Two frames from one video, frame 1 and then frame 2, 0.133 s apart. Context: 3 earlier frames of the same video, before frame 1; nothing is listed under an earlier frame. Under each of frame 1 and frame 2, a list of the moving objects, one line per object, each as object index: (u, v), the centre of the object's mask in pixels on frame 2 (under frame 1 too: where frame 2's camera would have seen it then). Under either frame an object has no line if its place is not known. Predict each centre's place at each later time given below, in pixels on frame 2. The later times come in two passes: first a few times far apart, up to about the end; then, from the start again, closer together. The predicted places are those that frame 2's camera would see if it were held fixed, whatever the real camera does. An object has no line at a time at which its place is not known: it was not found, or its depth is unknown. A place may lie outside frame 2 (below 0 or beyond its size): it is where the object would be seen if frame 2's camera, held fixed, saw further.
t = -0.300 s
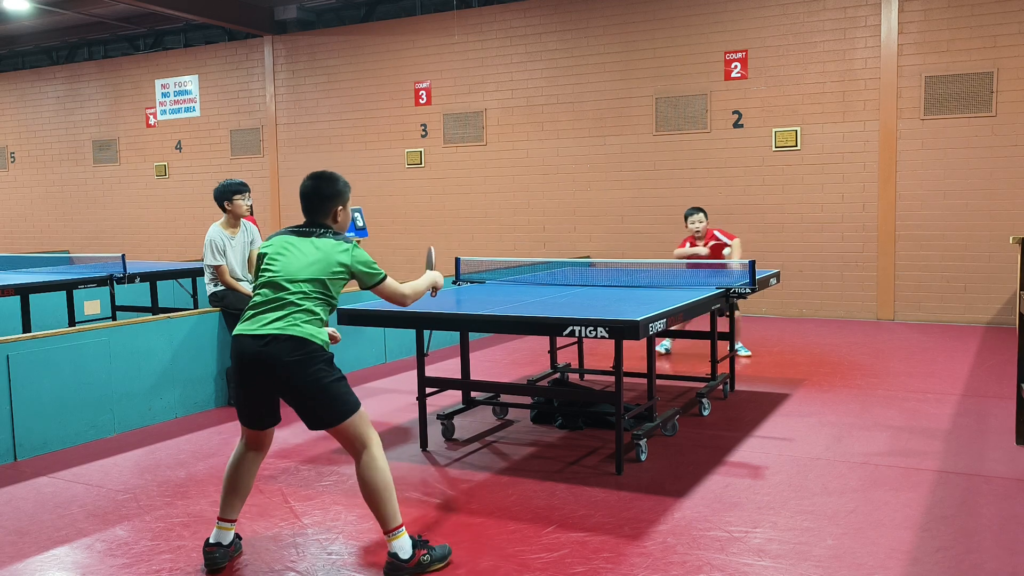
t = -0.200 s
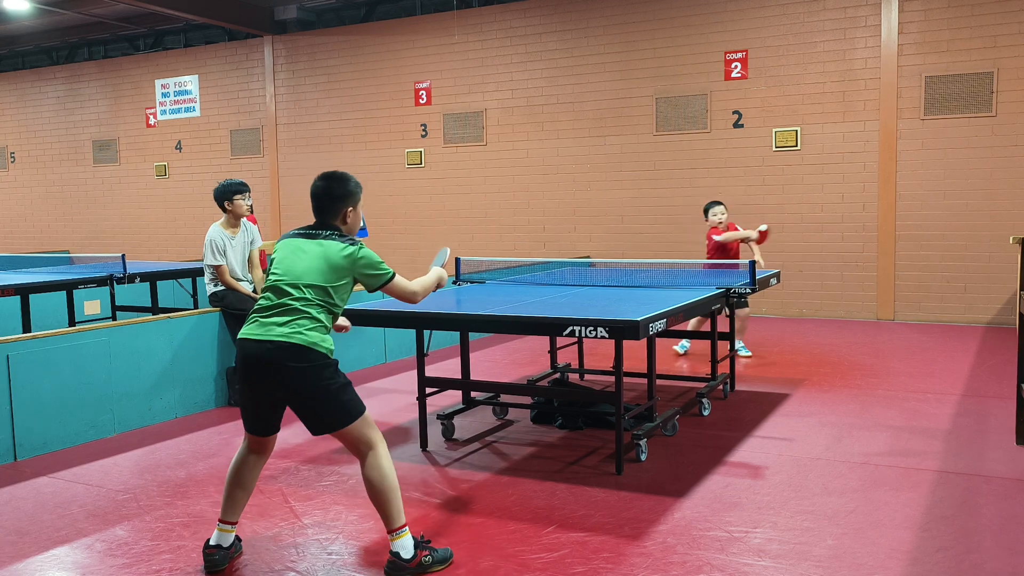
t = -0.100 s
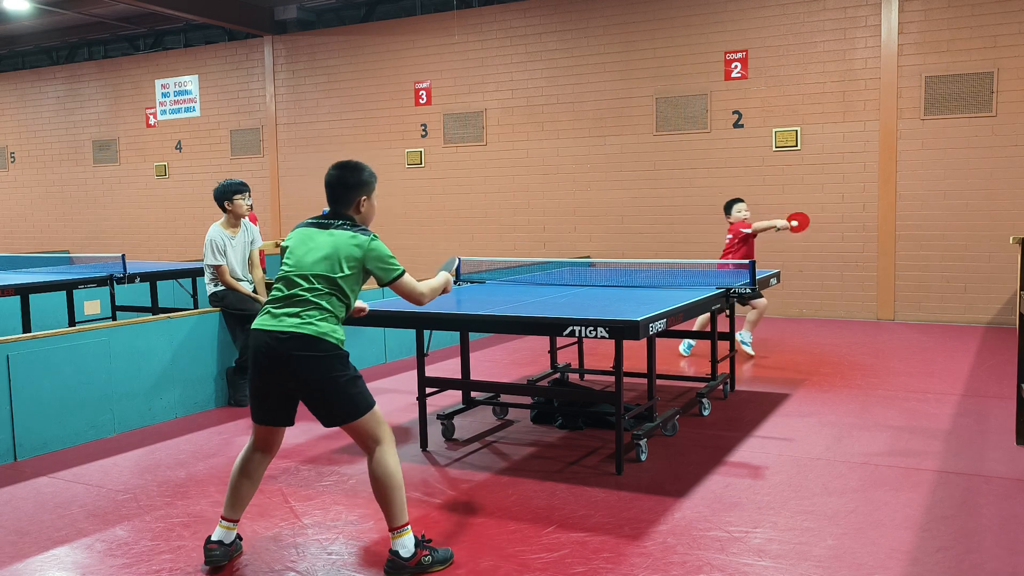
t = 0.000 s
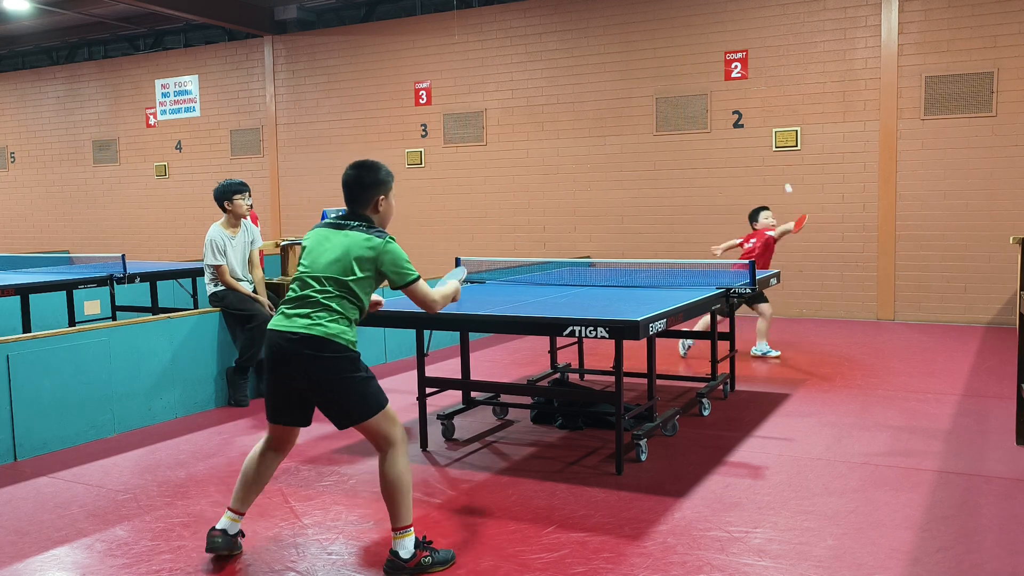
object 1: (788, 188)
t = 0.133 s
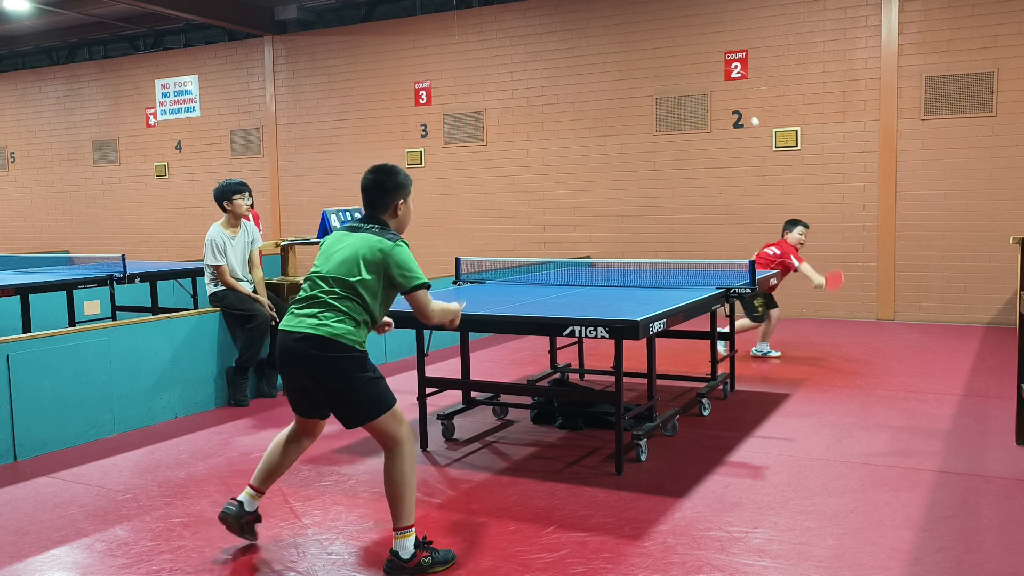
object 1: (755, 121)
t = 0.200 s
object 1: (739, 95)
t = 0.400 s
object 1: (690, 52)
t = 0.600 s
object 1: (639, 71)
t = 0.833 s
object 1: (572, 186)
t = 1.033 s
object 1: (521, 258)
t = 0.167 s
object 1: (746, 107)
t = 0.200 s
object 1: (739, 95)
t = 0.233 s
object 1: (730, 84)
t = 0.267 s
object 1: (722, 75)
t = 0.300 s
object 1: (715, 67)
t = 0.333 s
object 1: (707, 60)
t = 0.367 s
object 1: (698, 55)
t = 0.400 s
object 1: (690, 52)
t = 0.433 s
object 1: (682, 51)
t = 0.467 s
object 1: (674, 49)
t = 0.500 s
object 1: (665, 53)
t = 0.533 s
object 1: (657, 57)
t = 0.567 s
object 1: (648, 63)
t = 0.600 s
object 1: (639, 71)
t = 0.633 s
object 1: (630, 81)
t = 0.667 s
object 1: (621, 93)
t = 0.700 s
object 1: (612, 107)
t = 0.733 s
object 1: (602, 124)
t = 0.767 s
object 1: (592, 142)
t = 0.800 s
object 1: (582, 163)
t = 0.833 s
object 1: (572, 186)
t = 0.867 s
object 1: (561, 211)
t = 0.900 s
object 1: (550, 238)
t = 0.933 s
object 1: (540, 267)
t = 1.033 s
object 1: (521, 258)
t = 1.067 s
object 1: (519, 234)
